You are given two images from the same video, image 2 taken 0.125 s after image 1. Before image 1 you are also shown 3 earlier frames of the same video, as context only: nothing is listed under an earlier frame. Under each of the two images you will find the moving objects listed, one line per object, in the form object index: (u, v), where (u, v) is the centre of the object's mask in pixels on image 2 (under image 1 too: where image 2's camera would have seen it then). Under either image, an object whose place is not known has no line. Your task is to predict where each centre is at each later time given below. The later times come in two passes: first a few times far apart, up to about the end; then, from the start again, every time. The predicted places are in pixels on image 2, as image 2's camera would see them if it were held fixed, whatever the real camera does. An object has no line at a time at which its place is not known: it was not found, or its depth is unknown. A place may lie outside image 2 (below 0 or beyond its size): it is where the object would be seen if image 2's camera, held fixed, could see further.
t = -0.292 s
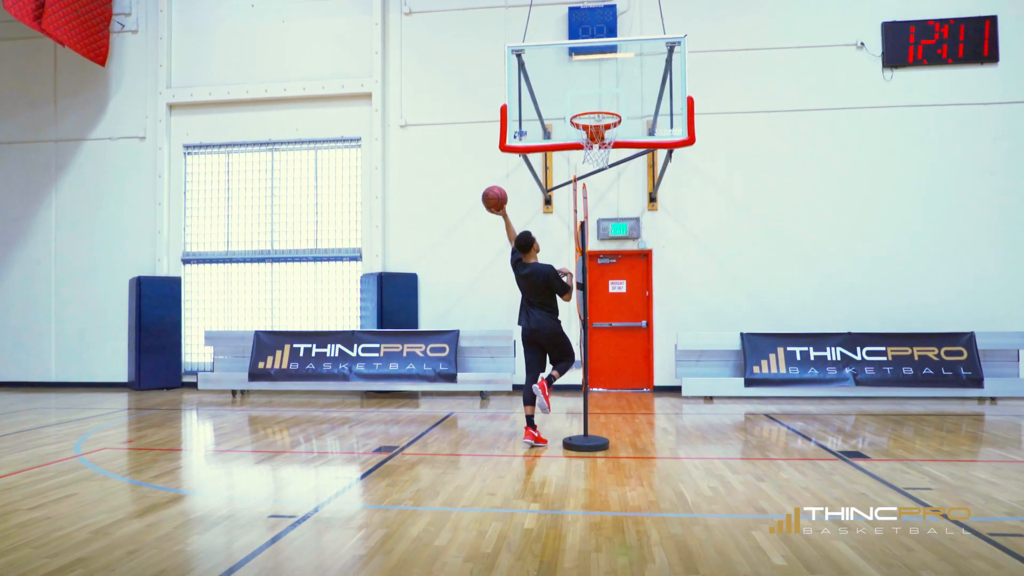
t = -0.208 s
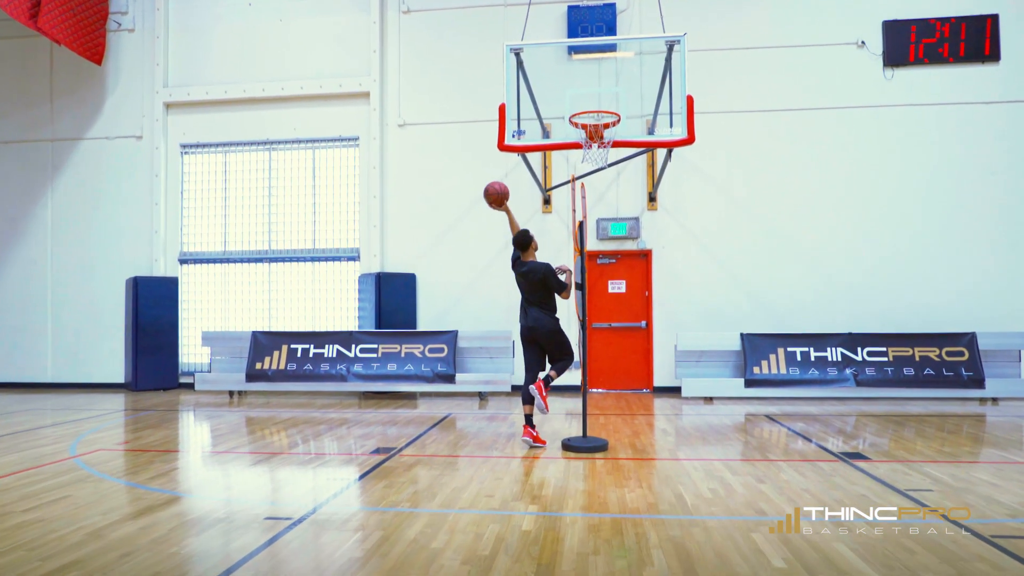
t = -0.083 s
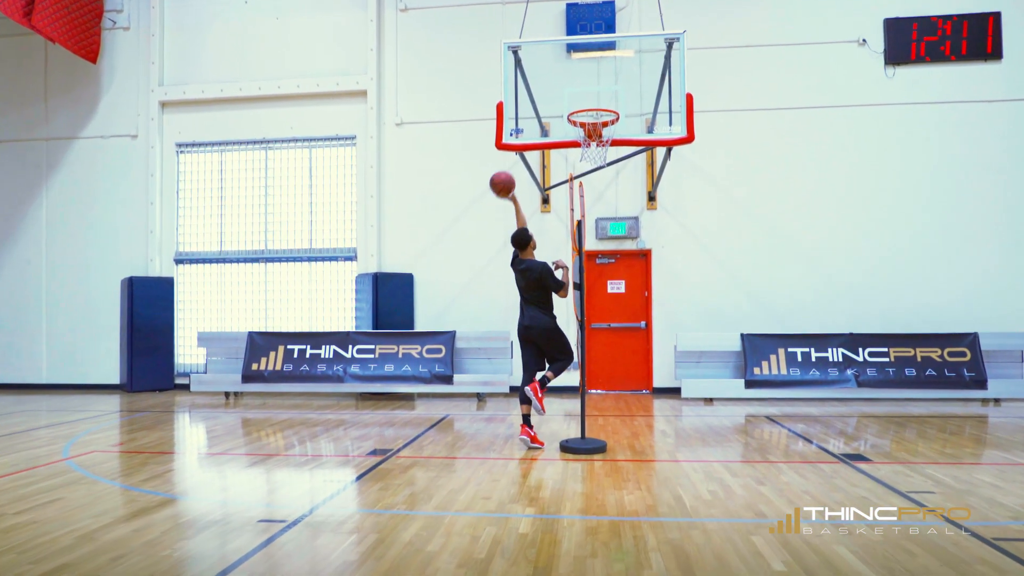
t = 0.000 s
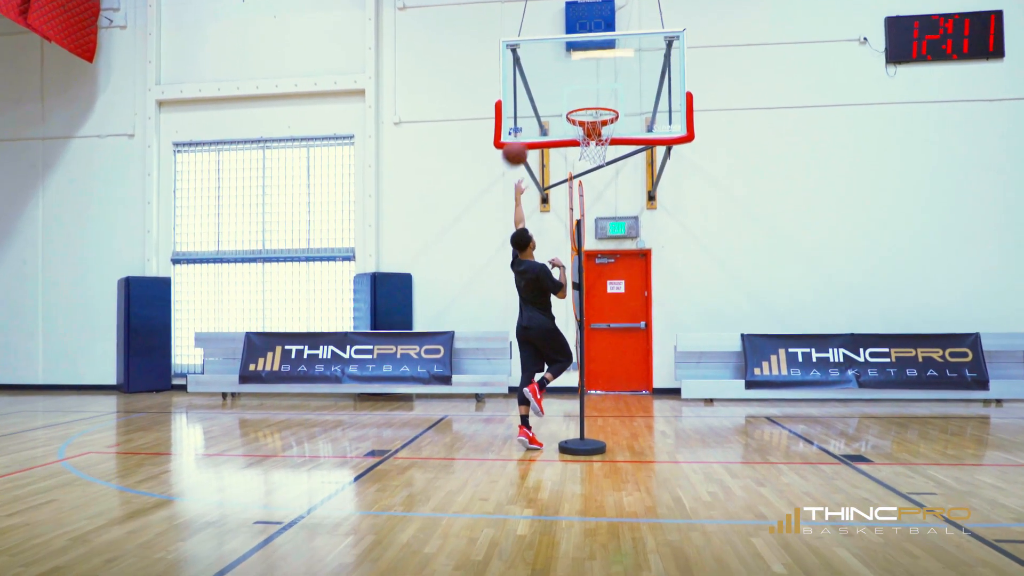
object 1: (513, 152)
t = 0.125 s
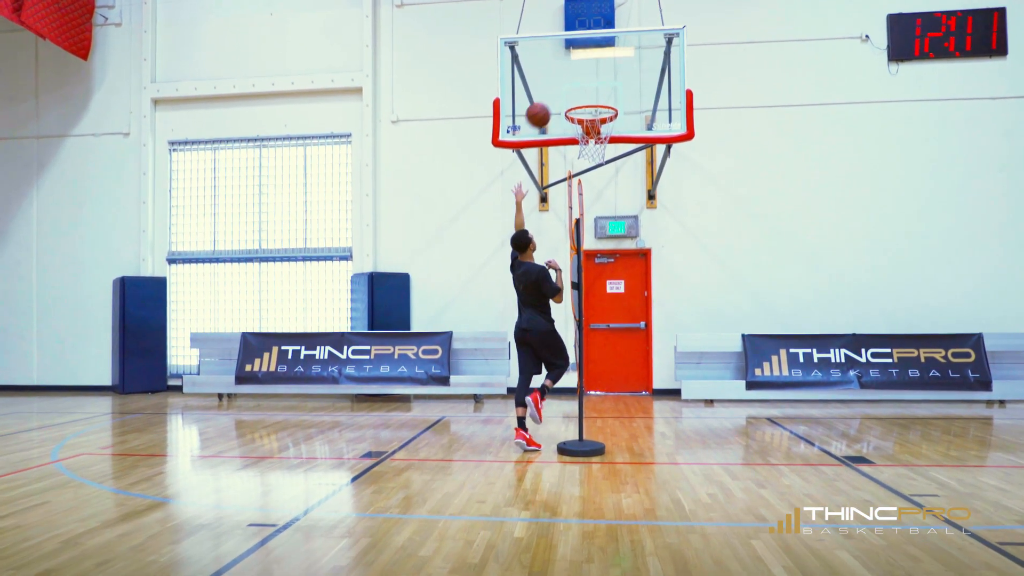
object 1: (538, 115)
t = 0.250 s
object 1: (562, 95)
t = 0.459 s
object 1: (587, 92)
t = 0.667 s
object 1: (587, 133)
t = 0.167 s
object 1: (546, 106)
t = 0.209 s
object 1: (554, 99)
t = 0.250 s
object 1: (562, 95)
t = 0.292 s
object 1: (569, 92)
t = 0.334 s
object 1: (573, 89)
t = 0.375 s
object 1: (578, 89)
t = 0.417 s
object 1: (582, 90)
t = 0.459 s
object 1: (587, 92)
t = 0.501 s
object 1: (592, 95)
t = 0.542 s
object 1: (597, 103)
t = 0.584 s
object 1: (598, 111)
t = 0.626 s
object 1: (593, 122)
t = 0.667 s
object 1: (587, 133)
